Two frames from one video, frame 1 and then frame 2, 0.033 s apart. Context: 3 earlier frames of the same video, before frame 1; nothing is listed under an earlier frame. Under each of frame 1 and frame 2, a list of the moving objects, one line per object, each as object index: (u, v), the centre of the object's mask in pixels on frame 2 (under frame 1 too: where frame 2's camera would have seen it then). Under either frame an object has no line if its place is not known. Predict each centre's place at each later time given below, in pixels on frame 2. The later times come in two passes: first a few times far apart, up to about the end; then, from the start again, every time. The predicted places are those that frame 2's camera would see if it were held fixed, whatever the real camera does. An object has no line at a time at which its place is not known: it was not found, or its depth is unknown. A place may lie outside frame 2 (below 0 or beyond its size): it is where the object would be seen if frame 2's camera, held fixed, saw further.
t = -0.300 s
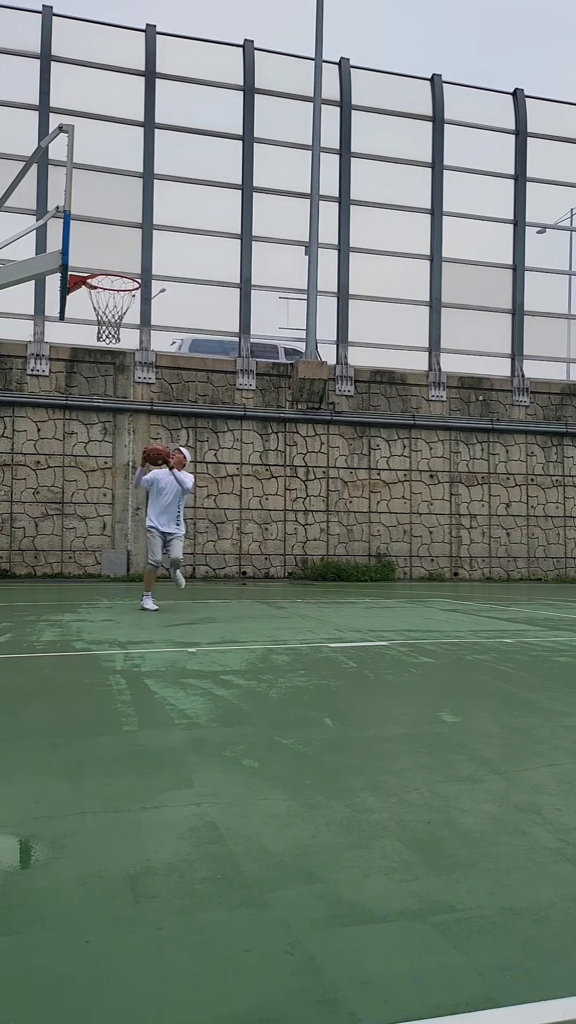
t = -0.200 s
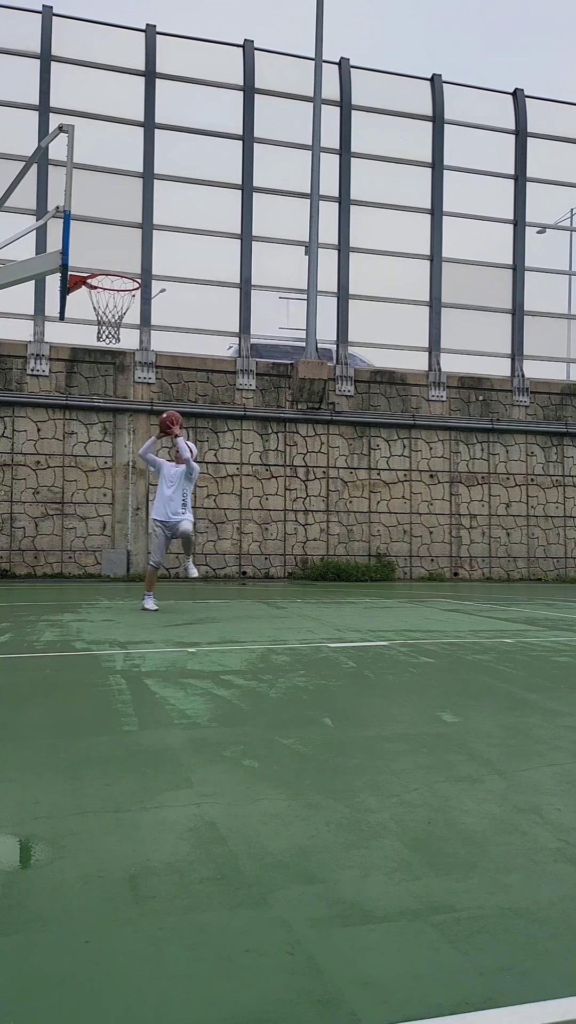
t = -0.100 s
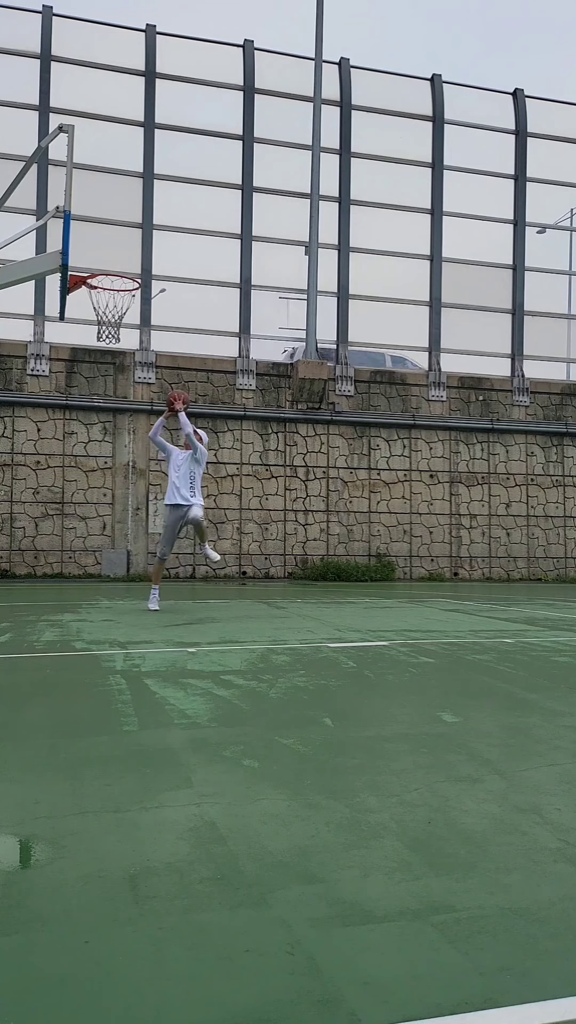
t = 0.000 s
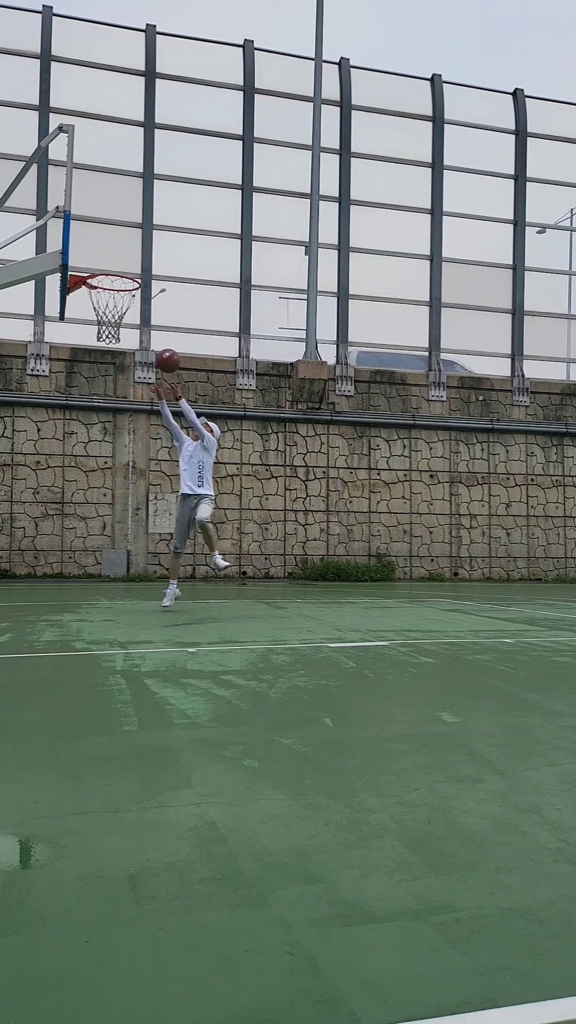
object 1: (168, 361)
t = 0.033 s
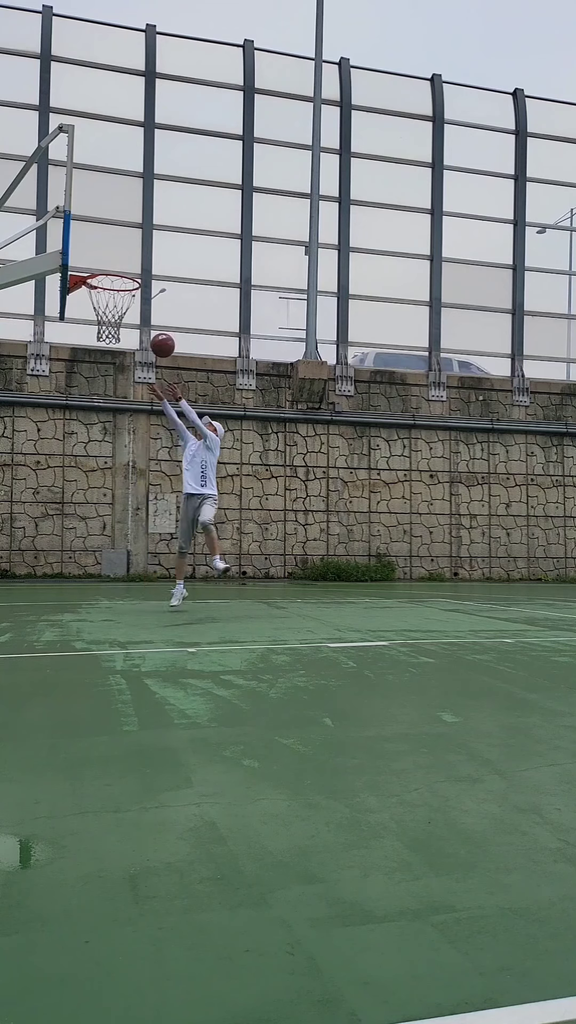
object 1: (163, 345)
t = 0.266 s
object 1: (121, 261)
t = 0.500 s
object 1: (88, 233)
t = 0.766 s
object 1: (125, 289)
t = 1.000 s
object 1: (97, 316)
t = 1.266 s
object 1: (97, 324)
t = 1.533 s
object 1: (123, 372)
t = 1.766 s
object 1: (145, 476)
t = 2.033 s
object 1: (166, 567)
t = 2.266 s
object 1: (179, 463)
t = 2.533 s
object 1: (193, 421)
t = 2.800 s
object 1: (204, 455)
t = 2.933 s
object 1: (209, 499)
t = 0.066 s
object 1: (157, 330)
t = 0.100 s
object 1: (152, 317)
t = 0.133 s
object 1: (145, 304)
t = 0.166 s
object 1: (139, 292)
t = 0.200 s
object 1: (133, 280)
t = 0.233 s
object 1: (127, 270)
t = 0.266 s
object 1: (121, 261)
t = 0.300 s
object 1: (115, 253)
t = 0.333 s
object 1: (109, 246)
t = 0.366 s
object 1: (102, 240)
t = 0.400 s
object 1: (95, 236)
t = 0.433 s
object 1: (88, 232)
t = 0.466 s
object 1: (84, 230)
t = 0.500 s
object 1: (88, 233)
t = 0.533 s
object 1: (93, 237)
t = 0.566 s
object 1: (98, 243)
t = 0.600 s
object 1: (102, 249)
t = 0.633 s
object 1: (107, 257)
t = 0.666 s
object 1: (112, 266)
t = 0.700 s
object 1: (116, 274)
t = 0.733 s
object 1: (120, 281)
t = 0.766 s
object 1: (125, 289)
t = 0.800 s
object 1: (122, 293)
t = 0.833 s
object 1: (118, 299)
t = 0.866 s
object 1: (114, 305)
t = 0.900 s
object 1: (110, 311)
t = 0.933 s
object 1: (105, 313)
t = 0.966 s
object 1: (100, 315)
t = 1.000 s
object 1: (97, 316)
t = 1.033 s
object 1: (94, 316)
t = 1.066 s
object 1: (92, 317)
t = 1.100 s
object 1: (91, 317)
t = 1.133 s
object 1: (90, 318)
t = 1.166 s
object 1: (90, 319)
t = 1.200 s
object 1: (92, 320)
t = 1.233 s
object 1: (94, 321)
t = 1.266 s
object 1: (97, 324)
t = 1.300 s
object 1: (101, 326)
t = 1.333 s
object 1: (104, 330)
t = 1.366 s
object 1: (107, 335)
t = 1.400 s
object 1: (111, 340)
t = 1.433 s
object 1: (114, 346)
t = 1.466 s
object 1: (117, 353)
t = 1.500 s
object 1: (120, 362)
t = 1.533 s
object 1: (123, 372)
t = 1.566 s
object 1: (126, 383)
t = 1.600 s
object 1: (129, 396)
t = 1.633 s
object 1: (133, 410)
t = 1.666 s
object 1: (136, 424)
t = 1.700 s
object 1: (139, 440)
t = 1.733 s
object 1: (142, 458)
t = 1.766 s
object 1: (145, 476)
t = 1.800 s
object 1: (148, 496)
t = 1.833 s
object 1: (151, 517)
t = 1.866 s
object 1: (154, 539)
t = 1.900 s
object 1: (157, 562)
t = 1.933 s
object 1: (159, 587)
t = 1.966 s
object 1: (161, 608)
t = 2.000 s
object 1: (164, 587)
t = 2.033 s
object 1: (166, 567)
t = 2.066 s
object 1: (168, 548)
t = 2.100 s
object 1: (170, 531)
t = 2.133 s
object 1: (172, 515)
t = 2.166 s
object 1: (174, 500)
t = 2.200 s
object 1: (176, 486)
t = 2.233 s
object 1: (178, 474)
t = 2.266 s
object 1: (179, 463)
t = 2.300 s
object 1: (182, 454)
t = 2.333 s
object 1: (183, 445)
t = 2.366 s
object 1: (185, 438)
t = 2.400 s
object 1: (187, 432)
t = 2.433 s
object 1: (188, 427)
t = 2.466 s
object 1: (189, 424)
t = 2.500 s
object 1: (191, 422)
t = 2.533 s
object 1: (193, 421)
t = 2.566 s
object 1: (194, 421)
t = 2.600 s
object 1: (195, 423)
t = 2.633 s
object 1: (197, 425)
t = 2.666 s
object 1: (199, 429)
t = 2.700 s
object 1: (200, 434)
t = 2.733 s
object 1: (201, 440)
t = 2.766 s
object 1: (203, 447)
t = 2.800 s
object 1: (204, 455)
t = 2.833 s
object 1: (205, 465)
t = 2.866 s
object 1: (206, 475)
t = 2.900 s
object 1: (208, 487)
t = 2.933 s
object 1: (209, 499)
